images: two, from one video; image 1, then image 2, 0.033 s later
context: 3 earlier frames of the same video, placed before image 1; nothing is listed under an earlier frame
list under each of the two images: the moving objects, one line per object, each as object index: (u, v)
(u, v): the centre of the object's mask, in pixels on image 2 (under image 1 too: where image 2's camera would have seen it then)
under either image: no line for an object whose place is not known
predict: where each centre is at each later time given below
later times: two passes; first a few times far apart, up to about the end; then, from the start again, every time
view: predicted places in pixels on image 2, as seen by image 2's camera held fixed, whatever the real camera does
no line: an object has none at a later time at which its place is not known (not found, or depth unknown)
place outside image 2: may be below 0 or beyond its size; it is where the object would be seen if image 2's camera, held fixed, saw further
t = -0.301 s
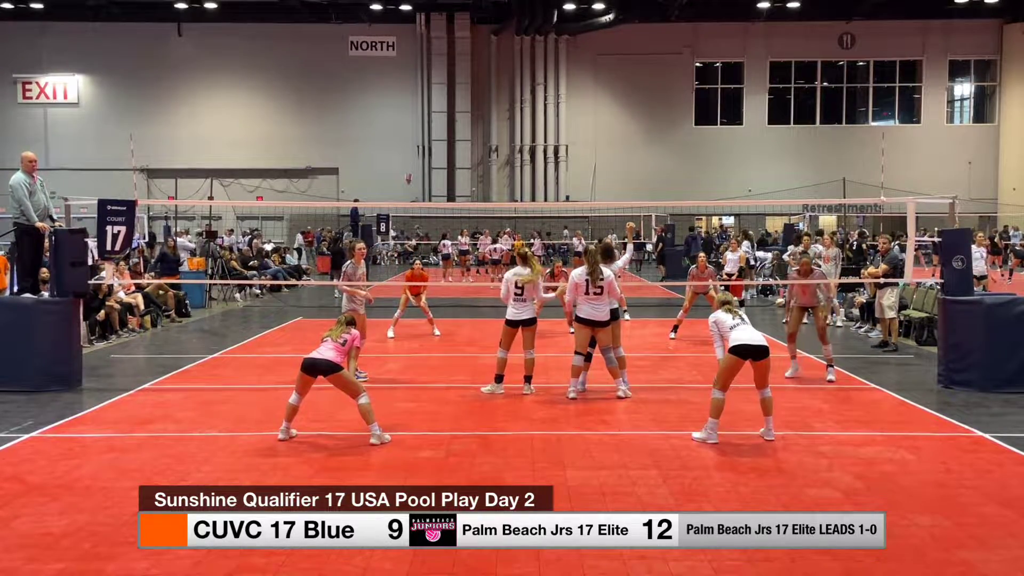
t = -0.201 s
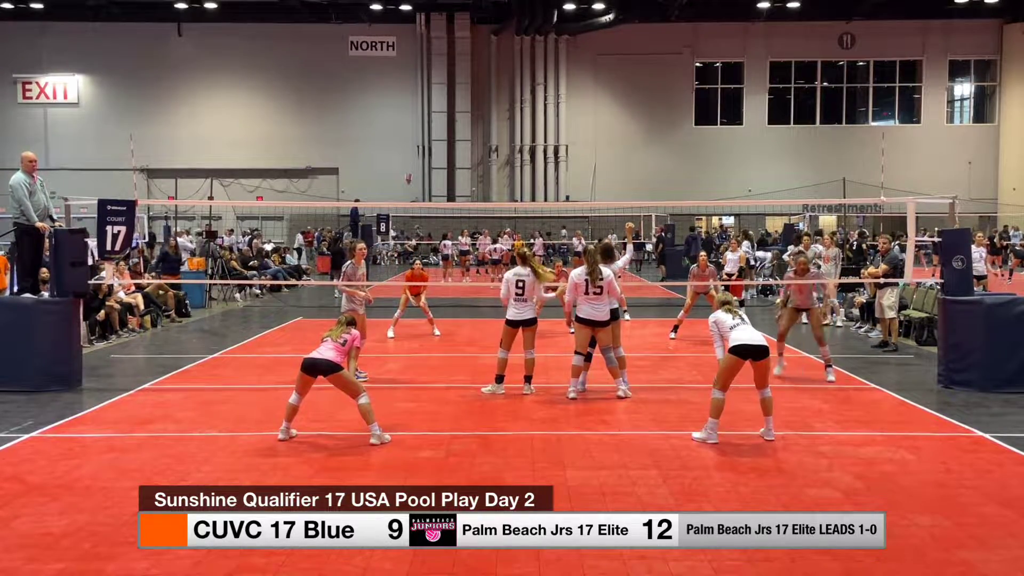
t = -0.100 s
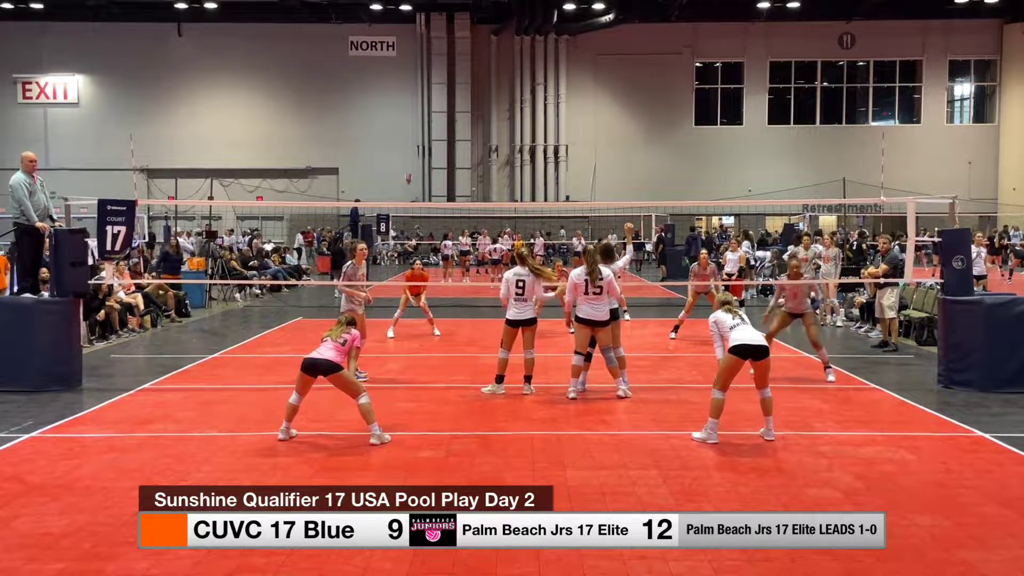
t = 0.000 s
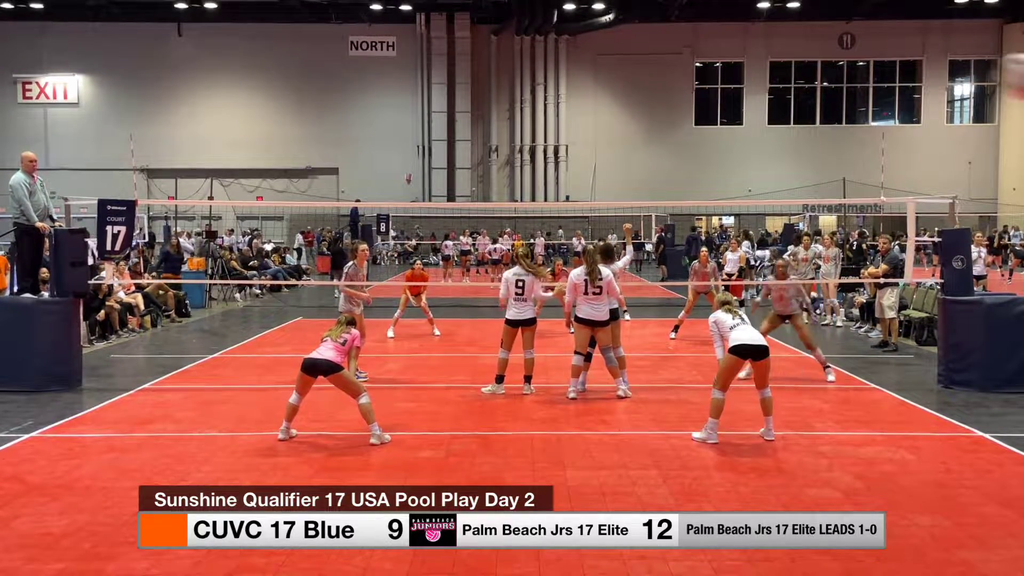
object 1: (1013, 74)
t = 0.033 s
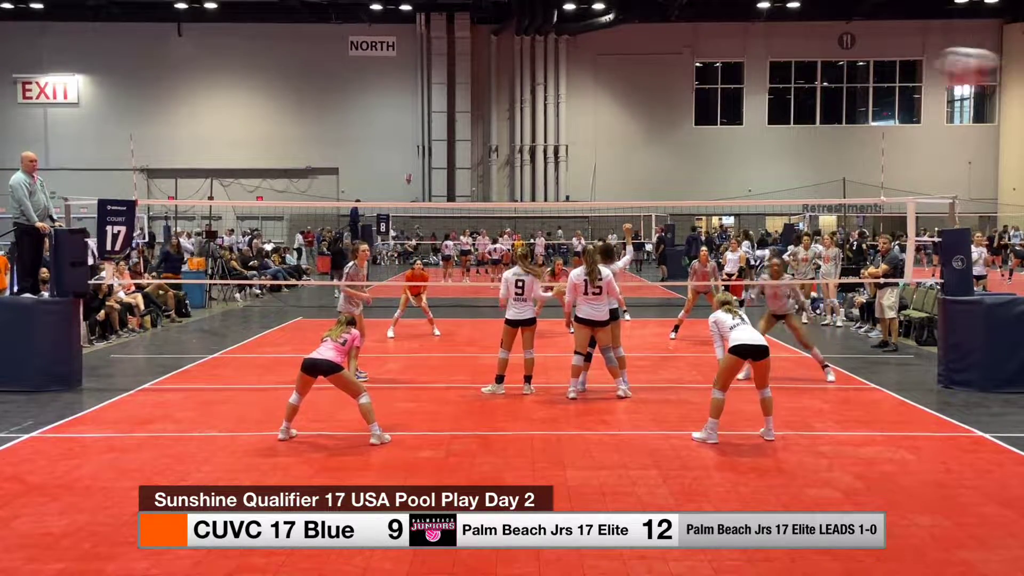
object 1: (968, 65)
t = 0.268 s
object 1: (733, 69)
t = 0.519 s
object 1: (632, 112)
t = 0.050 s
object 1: (940, 65)
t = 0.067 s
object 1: (914, 62)
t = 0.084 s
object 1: (895, 62)
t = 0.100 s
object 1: (873, 61)
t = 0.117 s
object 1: (853, 60)
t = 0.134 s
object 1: (836, 59)
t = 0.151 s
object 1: (820, 60)
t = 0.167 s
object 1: (805, 60)
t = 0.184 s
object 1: (791, 61)
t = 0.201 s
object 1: (779, 62)
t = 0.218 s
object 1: (767, 63)
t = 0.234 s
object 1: (754, 65)
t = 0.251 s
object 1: (742, 66)
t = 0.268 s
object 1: (733, 69)
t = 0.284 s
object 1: (724, 71)
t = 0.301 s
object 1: (715, 73)
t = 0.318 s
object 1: (707, 75)
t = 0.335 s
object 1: (698, 78)
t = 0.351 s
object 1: (691, 81)
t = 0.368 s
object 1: (683, 83)
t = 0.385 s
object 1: (676, 86)
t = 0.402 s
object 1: (670, 89)
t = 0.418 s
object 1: (663, 92)
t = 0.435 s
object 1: (658, 95)
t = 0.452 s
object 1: (652, 99)
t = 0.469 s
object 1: (646, 102)
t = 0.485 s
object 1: (642, 105)
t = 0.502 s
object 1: (637, 109)
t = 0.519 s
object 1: (632, 112)
